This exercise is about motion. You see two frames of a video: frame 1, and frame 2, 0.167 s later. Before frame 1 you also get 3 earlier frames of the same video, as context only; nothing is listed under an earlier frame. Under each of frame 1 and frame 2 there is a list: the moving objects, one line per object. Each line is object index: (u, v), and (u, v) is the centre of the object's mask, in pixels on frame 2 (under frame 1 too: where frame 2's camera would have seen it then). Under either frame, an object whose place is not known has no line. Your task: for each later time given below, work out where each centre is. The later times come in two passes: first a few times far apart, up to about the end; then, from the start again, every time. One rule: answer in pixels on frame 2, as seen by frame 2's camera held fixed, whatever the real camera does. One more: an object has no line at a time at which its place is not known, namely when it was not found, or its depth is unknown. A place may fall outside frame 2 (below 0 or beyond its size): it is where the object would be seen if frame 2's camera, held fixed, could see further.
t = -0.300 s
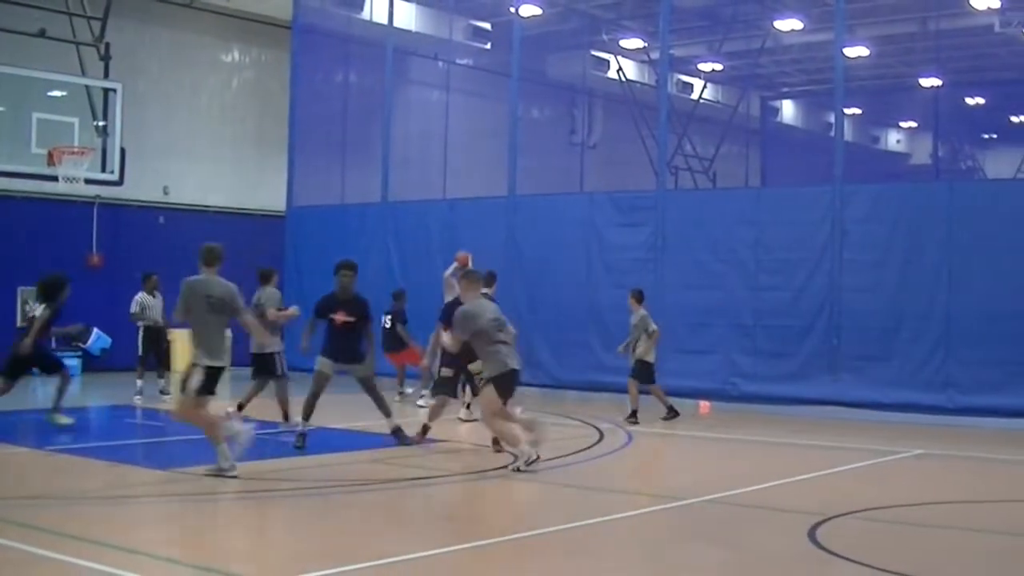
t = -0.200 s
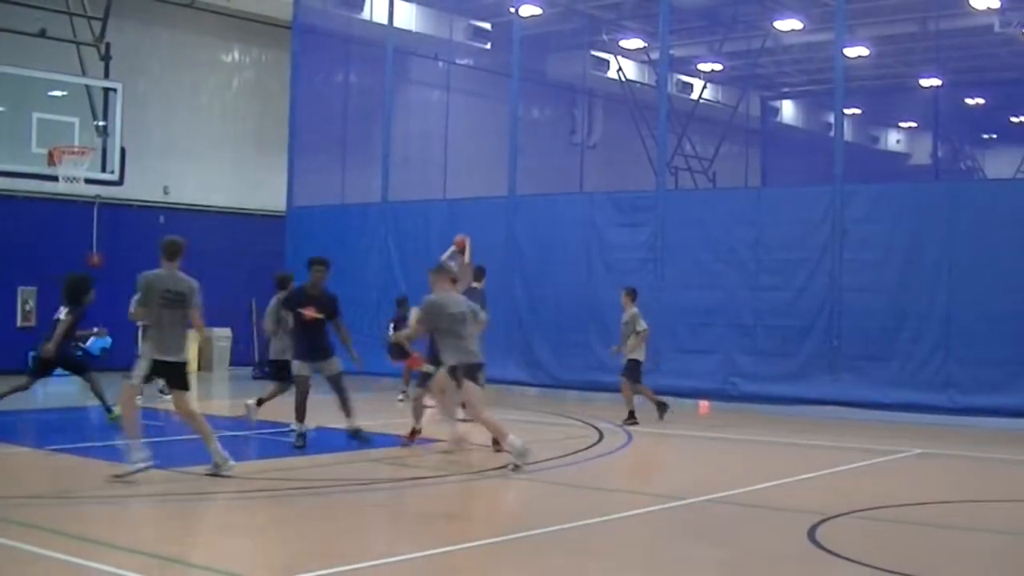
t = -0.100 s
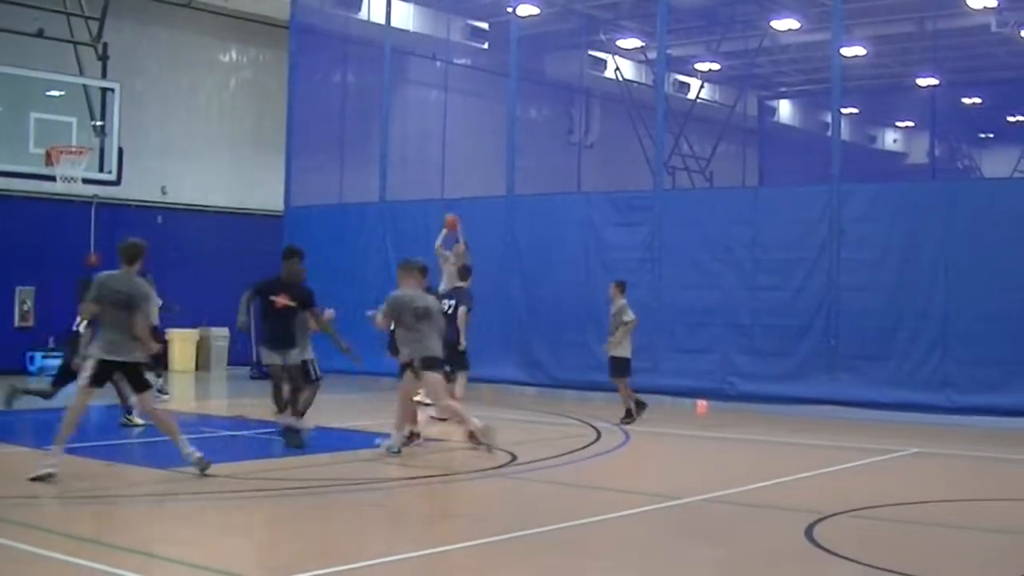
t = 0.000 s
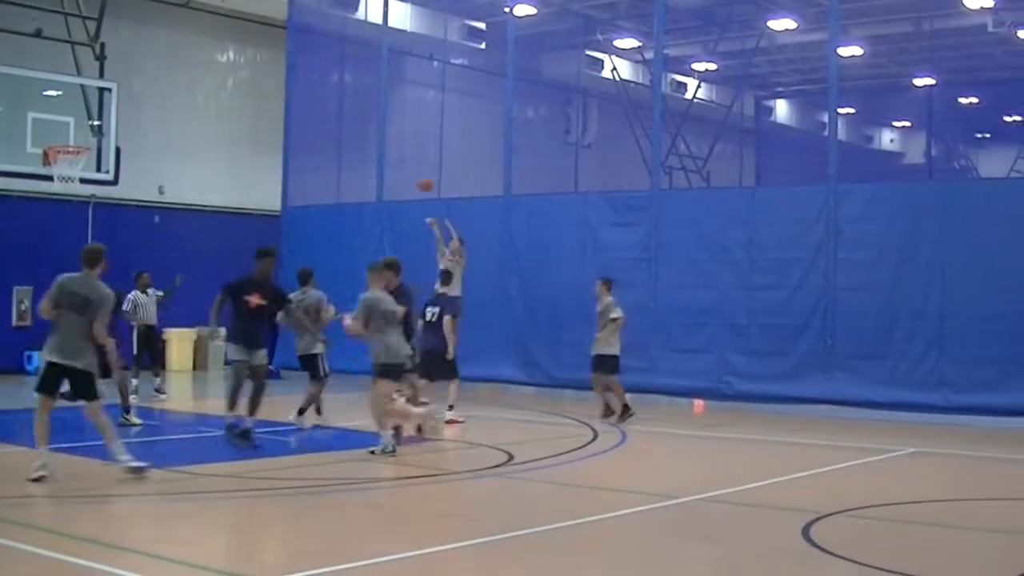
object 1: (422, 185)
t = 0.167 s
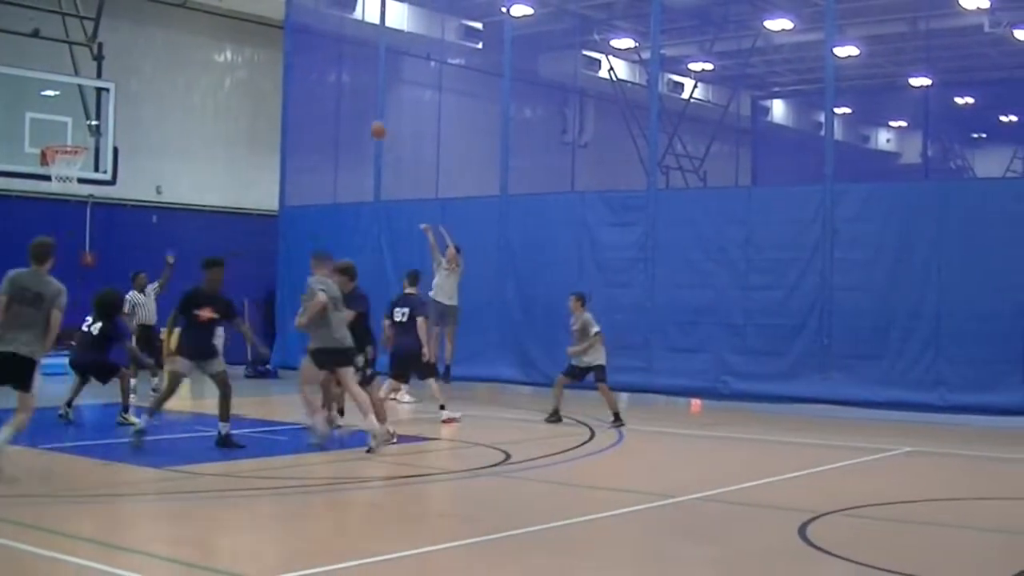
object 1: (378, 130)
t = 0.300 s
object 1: (340, 97)
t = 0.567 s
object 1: (258, 70)
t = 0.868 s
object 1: (153, 99)
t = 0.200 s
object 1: (367, 120)
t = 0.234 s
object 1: (359, 112)
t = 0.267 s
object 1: (349, 105)
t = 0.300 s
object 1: (340, 97)
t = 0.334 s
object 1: (330, 92)
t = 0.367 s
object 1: (320, 86)
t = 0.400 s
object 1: (309, 81)
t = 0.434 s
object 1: (300, 77)
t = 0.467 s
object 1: (290, 73)
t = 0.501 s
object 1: (279, 71)
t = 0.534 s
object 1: (269, 70)
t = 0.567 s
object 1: (258, 70)
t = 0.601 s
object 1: (246, 70)
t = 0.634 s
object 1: (235, 69)
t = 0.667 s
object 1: (224, 71)
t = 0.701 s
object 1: (213, 73)
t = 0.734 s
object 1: (201, 76)
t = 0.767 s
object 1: (188, 81)
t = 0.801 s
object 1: (177, 85)
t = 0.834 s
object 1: (165, 92)
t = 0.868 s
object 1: (153, 99)
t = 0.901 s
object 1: (140, 108)
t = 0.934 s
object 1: (128, 116)
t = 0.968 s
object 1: (117, 126)
